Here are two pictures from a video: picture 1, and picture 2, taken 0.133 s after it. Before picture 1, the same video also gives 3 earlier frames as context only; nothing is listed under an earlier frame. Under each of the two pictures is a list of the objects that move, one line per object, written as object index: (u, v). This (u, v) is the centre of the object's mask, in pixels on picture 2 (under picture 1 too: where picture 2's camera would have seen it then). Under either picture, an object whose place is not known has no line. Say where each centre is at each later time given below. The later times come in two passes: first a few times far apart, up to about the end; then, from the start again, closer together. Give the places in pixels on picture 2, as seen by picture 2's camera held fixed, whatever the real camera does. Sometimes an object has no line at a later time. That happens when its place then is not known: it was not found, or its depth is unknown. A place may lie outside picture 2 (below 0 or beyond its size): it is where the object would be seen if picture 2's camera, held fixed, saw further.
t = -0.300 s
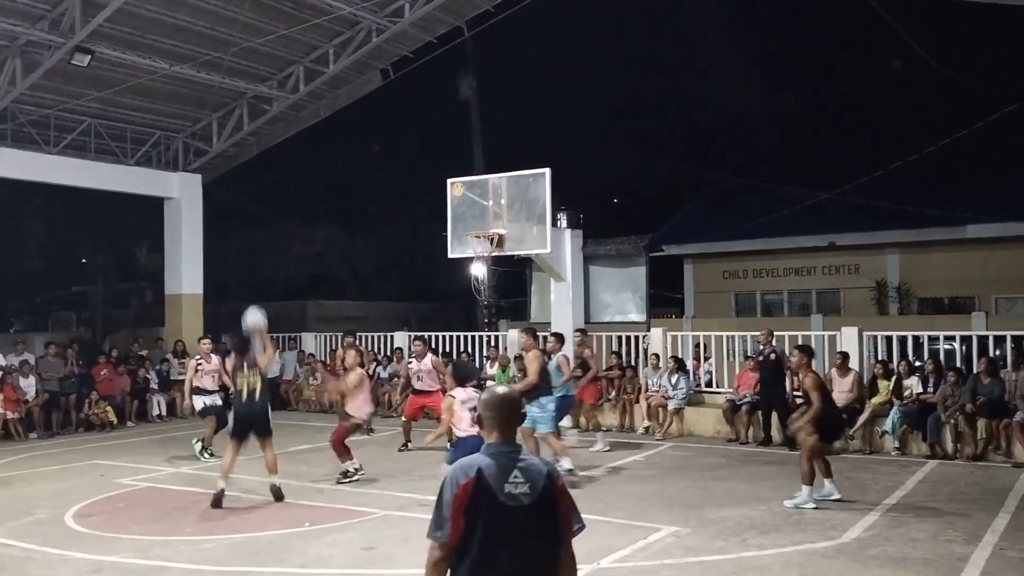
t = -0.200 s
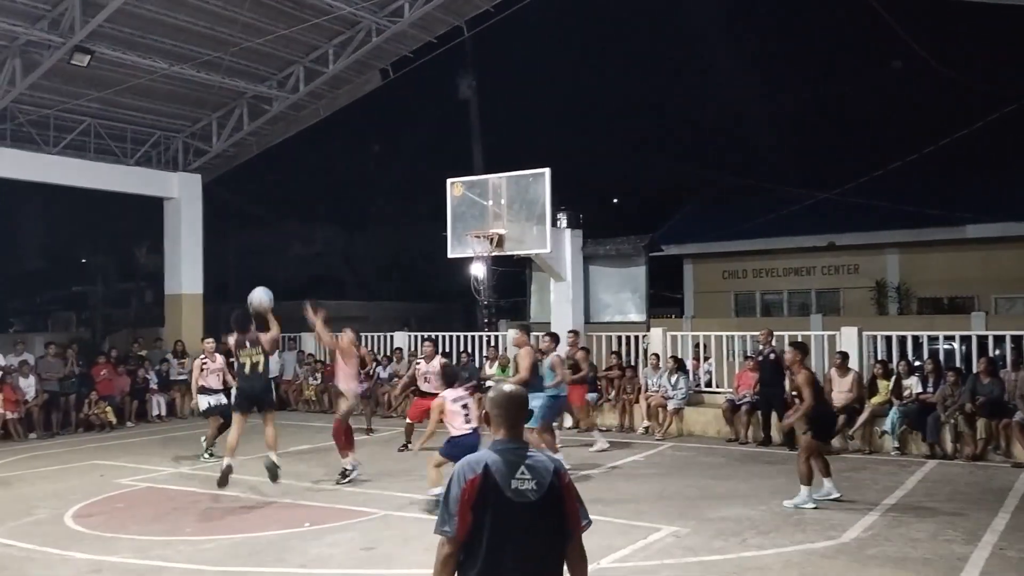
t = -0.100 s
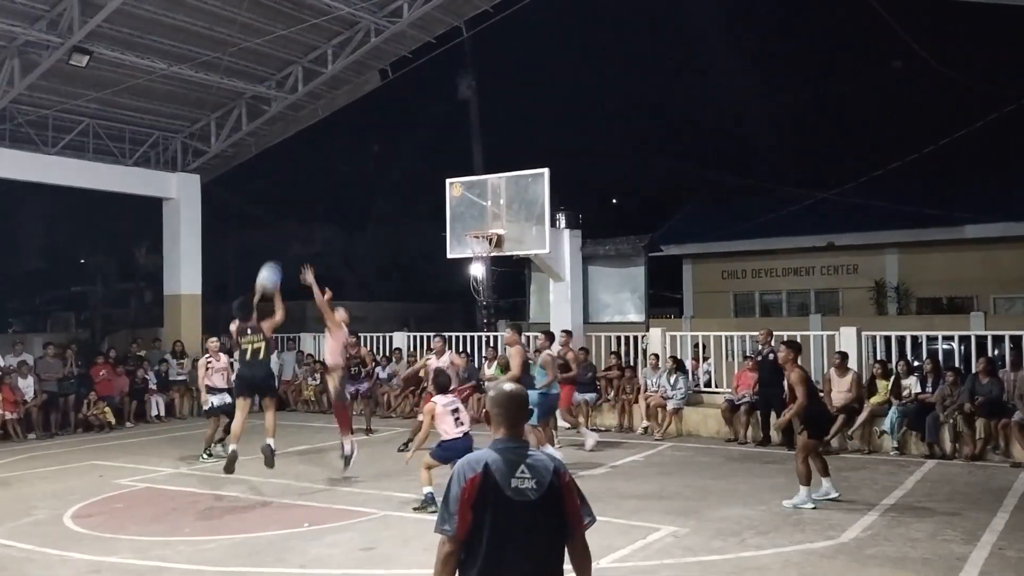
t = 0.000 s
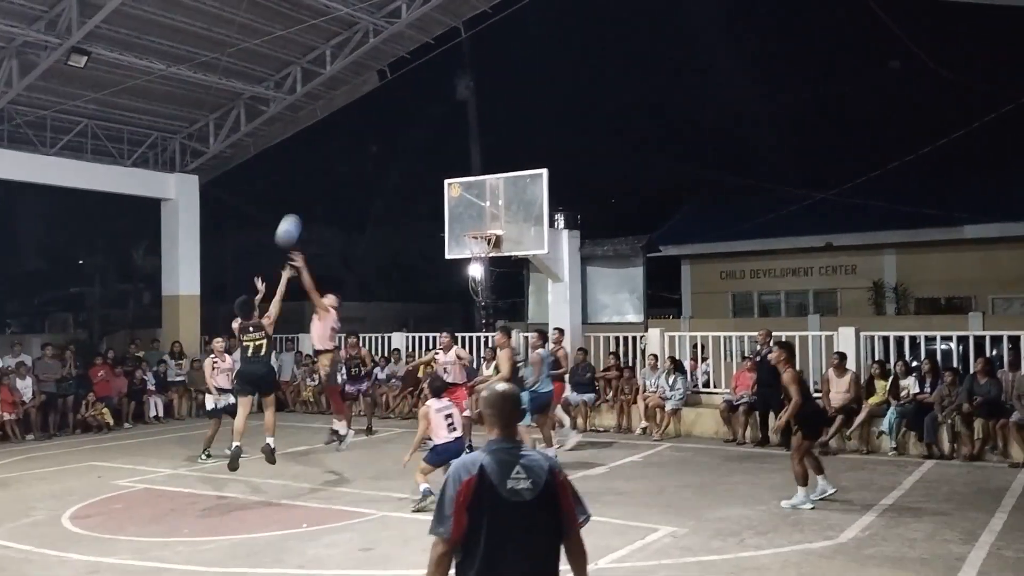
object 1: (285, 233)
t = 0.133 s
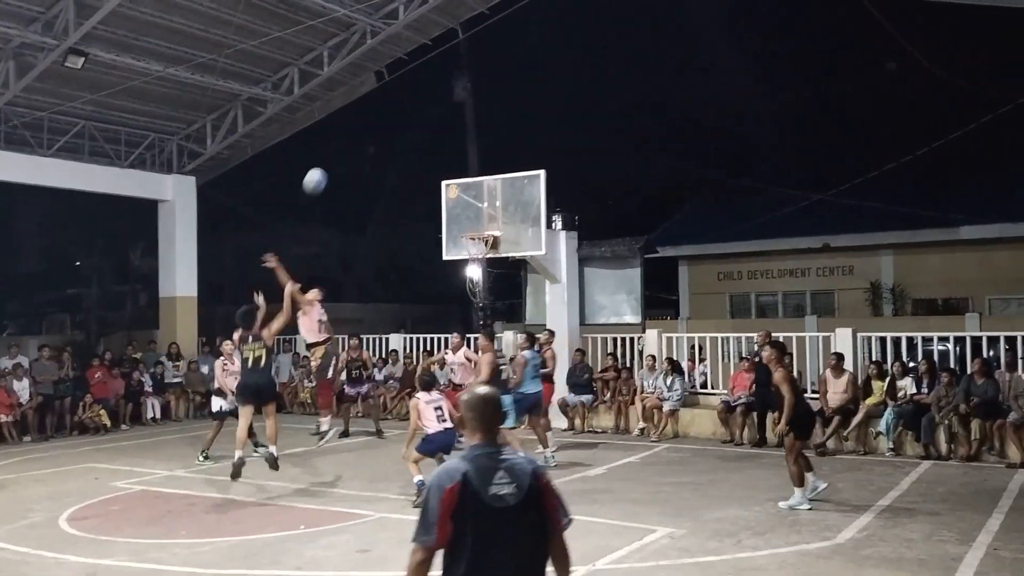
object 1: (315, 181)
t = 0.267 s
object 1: (342, 151)
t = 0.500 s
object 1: (384, 135)
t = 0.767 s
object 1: (427, 166)
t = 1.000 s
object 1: (461, 227)
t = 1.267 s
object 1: (424, 210)
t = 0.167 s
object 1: (322, 172)
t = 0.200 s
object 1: (329, 164)
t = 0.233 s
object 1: (335, 157)
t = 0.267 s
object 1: (342, 151)
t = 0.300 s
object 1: (348, 146)
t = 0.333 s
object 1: (355, 142)
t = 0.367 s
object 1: (361, 139)
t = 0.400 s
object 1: (367, 137)
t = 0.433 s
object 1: (373, 135)
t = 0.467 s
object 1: (378, 135)
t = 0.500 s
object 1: (384, 135)
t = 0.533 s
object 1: (390, 136)
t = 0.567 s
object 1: (395, 138)
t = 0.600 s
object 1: (401, 141)
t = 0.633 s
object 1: (406, 145)
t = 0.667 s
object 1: (412, 149)
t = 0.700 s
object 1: (417, 154)
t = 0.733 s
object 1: (422, 160)
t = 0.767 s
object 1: (427, 166)
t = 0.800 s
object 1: (432, 173)
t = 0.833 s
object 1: (436, 180)
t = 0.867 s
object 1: (439, 187)
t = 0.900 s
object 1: (445, 195)
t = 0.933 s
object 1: (451, 204)
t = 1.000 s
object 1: (461, 227)
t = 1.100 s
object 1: (447, 216)
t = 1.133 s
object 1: (443, 214)
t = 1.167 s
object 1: (437, 212)
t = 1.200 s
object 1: (433, 211)
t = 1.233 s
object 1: (429, 210)
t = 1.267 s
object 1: (424, 210)
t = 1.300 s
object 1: (419, 211)
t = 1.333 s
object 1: (414, 212)
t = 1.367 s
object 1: (410, 215)
